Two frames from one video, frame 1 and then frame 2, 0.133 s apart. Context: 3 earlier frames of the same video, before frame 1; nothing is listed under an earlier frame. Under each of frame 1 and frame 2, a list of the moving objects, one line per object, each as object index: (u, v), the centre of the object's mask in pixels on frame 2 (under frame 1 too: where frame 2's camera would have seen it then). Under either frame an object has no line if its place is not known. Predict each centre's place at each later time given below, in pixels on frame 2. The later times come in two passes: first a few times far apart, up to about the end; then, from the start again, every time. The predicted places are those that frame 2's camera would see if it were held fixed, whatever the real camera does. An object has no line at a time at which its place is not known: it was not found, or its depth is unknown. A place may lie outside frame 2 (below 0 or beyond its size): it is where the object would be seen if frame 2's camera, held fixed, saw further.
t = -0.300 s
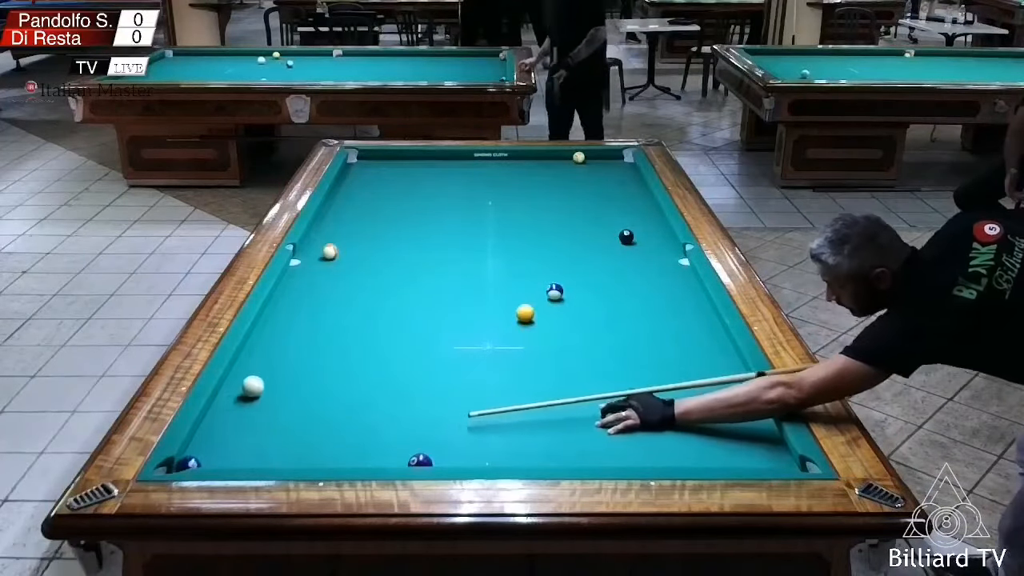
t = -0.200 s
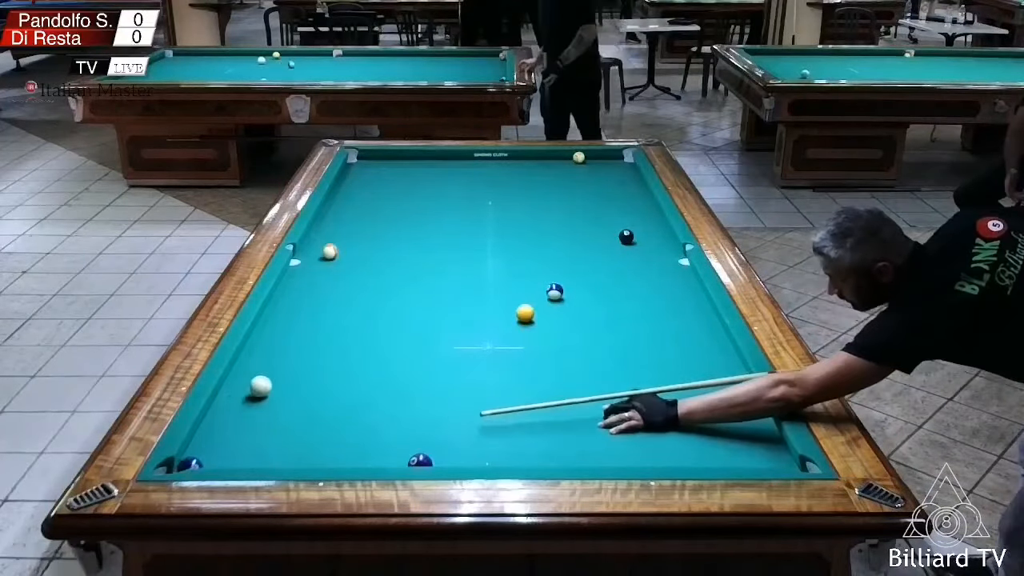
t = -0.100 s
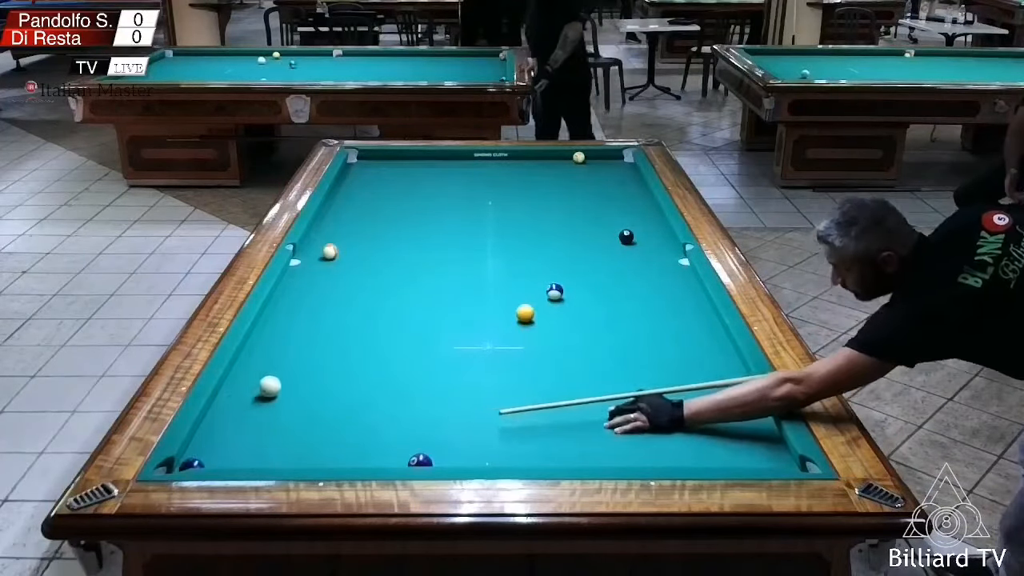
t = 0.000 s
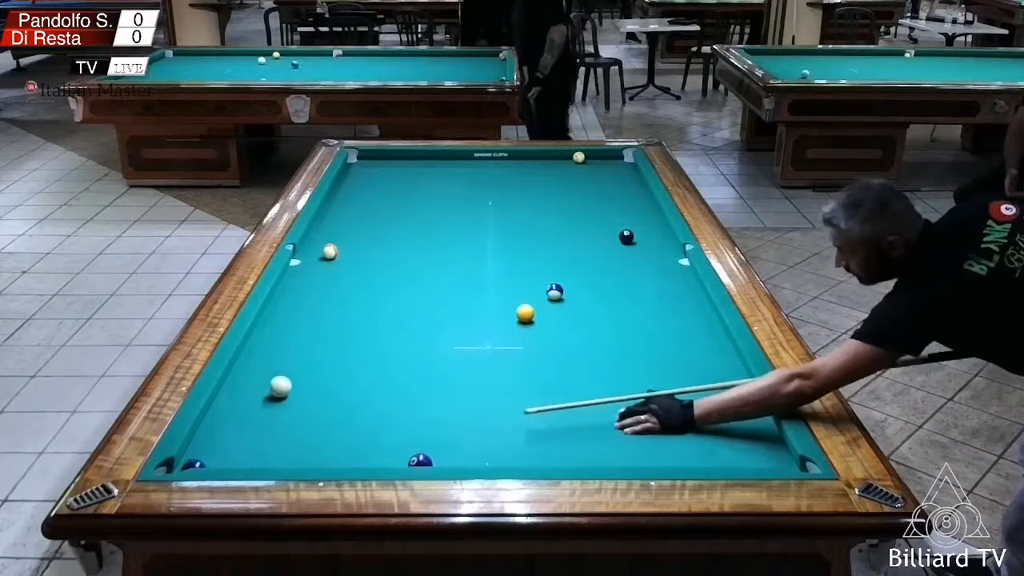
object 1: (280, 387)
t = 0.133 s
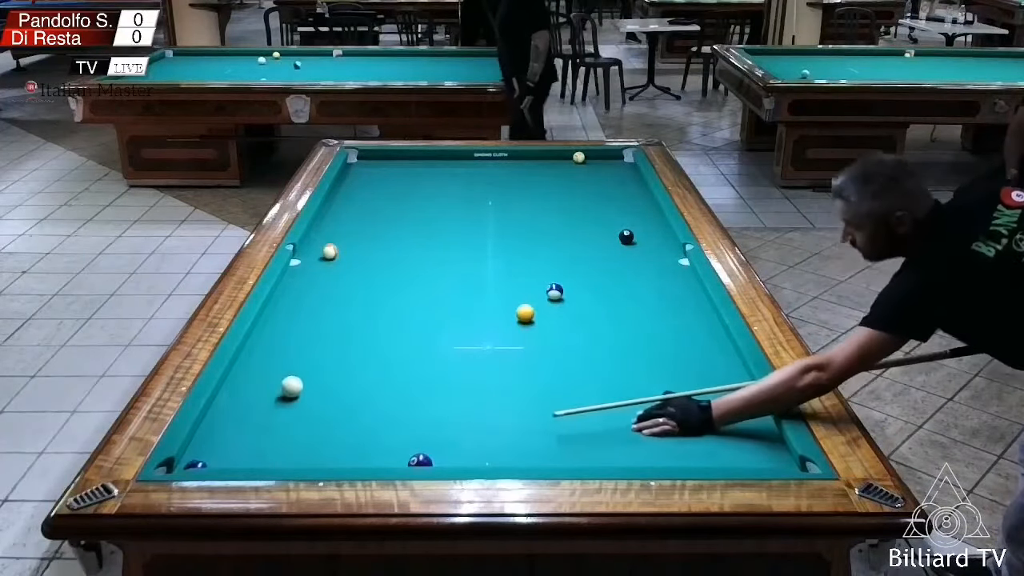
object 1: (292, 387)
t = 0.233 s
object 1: (299, 387)
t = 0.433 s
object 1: (317, 387)
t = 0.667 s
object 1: (334, 387)
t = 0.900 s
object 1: (351, 387)
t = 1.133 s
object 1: (367, 387)
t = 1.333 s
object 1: (379, 386)
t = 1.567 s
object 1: (393, 386)
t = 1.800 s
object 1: (406, 386)
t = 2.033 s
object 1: (417, 386)
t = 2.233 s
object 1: (427, 386)
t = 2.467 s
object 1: (436, 386)
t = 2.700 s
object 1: (445, 386)
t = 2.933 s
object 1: (452, 385)
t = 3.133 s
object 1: (458, 386)
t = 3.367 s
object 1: (464, 385)
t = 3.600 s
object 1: (469, 385)
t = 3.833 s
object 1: (473, 385)
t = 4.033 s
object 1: (475, 385)
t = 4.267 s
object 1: (477, 385)
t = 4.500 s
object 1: (478, 385)
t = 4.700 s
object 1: (478, 385)
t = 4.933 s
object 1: (478, 385)
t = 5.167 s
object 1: (478, 385)
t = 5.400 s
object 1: (478, 385)
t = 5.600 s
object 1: (478, 385)
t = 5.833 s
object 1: (478, 385)
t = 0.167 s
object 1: (293, 387)
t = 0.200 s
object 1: (296, 387)
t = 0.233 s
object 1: (299, 387)
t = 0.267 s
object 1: (302, 387)
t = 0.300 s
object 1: (304, 387)
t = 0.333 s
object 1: (307, 387)
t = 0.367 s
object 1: (310, 387)
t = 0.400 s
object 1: (314, 387)
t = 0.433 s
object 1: (317, 387)
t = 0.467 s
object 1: (320, 387)
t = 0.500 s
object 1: (322, 387)
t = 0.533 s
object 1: (323, 387)
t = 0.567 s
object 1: (326, 387)
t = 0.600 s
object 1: (329, 387)
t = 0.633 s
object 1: (331, 387)
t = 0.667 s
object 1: (334, 387)
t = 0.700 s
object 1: (336, 387)
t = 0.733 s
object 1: (339, 387)
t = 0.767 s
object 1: (341, 387)
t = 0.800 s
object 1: (344, 387)
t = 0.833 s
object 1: (347, 387)
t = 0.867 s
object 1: (350, 387)
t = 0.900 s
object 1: (351, 387)
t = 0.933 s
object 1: (353, 387)
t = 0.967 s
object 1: (355, 387)
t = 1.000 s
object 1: (358, 387)
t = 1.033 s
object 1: (360, 387)
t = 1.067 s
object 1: (362, 387)
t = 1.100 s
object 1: (364, 387)
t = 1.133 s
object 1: (367, 387)
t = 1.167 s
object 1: (369, 386)
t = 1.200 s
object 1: (372, 387)
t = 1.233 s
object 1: (374, 386)
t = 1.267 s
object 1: (375, 386)
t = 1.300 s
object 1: (377, 386)
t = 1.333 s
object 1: (379, 386)
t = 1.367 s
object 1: (381, 386)
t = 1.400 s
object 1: (384, 386)
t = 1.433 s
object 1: (385, 386)
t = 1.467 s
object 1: (388, 386)
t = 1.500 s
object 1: (389, 386)
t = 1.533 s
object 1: (391, 386)
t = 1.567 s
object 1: (393, 386)
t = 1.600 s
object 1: (396, 386)
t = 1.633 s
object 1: (397, 386)
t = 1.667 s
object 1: (399, 386)
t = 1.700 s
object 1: (401, 386)
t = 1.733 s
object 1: (403, 386)
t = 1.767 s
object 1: (404, 386)
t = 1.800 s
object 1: (406, 386)
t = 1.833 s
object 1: (408, 386)
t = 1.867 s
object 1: (410, 386)
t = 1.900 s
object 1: (411, 386)
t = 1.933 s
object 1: (413, 386)
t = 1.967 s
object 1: (414, 386)
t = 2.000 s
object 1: (416, 386)
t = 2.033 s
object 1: (417, 386)
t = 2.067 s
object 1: (419, 386)
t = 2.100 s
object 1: (421, 386)
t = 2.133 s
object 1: (422, 386)
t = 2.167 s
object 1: (424, 386)
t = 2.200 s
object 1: (425, 386)
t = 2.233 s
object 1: (427, 386)
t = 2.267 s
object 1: (428, 386)
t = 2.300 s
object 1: (429, 386)
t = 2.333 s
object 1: (431, 386)
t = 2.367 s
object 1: (432, 386)
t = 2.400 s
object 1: (433, 386)
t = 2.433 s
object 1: (435, 386)
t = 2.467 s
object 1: (436, 386)
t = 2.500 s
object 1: (438, 386)
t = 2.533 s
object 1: (439, 386)
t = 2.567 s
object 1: (440, 386)
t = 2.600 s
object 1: (441, 386)
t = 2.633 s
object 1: (443, 386)
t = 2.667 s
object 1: (444, 386)
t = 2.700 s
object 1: (445, 386)
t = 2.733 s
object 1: (446, 386)
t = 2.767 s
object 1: (447, 386)
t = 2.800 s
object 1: (448, 386)
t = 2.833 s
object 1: (449, 386)
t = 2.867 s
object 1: (451, 385)
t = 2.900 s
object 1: (452, 385)
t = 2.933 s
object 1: (452, 385)
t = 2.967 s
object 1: (454, 385)
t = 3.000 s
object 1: (455, 385)
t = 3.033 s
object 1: (456, 385)
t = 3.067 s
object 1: (457, 385)
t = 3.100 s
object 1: (457, 386)
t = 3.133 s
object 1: (458, 386)
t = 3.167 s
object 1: (459, 385)
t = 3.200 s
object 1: (460, 385)
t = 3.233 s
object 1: (461, 385)
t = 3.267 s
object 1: (462, 385)
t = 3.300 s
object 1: (463, 385)
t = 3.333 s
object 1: (463, 385)
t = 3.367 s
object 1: (464, 385)
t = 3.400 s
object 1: (465, 385)
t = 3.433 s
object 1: (466, 385)
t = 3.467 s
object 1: (466, 385)
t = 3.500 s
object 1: (467, 385)
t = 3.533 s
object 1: (468, 385)
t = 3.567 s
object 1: (468, 385)
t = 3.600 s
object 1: (469, 385)
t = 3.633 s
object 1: (469, 385)
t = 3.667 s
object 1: (470, 385)
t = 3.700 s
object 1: (471, 385)
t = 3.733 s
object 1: (471, 385)
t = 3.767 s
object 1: (472, 385)
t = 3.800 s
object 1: (472, 385)
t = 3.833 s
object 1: (473, 385)
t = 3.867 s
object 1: (473, 385)
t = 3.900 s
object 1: (474, 385)
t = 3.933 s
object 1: (474, 385)
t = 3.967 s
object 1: (475, 385)
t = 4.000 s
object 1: (475, 385)
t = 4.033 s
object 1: (475, 385)
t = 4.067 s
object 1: (476, 385)
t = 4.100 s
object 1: (476, 385)
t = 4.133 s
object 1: (476, 385)
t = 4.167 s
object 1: (477, 385)
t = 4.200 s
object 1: (477, 385)
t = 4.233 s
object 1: (477, 385)
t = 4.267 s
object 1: (477, 385)
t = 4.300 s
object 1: (477, 385)
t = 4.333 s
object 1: (478, 385)
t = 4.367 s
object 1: (478, 385)
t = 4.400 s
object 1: (478, 385)
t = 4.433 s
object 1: (478, 385)
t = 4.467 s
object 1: (478, 385)
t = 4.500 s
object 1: (478, 385)
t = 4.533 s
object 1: (478, 385)
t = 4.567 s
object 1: (478, 385)
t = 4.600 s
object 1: (478, 385)
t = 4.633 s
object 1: (478, 385)
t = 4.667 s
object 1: (478, 385)
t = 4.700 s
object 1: (478, 385)
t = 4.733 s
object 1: (478, 385)
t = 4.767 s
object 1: (478, 385)
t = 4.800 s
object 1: (478, 385)
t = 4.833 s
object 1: (478, 385)
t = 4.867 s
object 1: (478, 385)
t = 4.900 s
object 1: (478, 385)
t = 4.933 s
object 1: (478, 385)
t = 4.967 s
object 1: (478, 385)
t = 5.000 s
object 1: (478, 385)
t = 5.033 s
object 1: (478, 385)
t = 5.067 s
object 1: (478, 385)
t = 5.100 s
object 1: (478, 385)
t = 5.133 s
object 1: (478, 385)
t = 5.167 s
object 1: (478, 385)
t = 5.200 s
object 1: (478, 385)
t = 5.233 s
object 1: (478, 385)
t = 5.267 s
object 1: (478, 385)
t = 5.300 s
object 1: (478, 385)
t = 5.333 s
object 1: (478, 385)
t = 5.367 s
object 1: (478, 385)
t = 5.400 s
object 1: (478, 385)
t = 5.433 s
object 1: (478, 385)
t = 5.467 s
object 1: (478, 385)
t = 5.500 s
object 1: (478, 385)
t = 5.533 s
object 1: (478, 385)
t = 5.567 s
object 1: (478, 385)
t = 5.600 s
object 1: (478, 385)
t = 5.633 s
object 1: (478, 385)
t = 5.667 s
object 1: (478, 385)
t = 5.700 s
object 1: (478, 385)
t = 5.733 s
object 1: (478, 385)
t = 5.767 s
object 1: (478, 385)
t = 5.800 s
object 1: (478, 385)
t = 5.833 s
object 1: (478, 385)
